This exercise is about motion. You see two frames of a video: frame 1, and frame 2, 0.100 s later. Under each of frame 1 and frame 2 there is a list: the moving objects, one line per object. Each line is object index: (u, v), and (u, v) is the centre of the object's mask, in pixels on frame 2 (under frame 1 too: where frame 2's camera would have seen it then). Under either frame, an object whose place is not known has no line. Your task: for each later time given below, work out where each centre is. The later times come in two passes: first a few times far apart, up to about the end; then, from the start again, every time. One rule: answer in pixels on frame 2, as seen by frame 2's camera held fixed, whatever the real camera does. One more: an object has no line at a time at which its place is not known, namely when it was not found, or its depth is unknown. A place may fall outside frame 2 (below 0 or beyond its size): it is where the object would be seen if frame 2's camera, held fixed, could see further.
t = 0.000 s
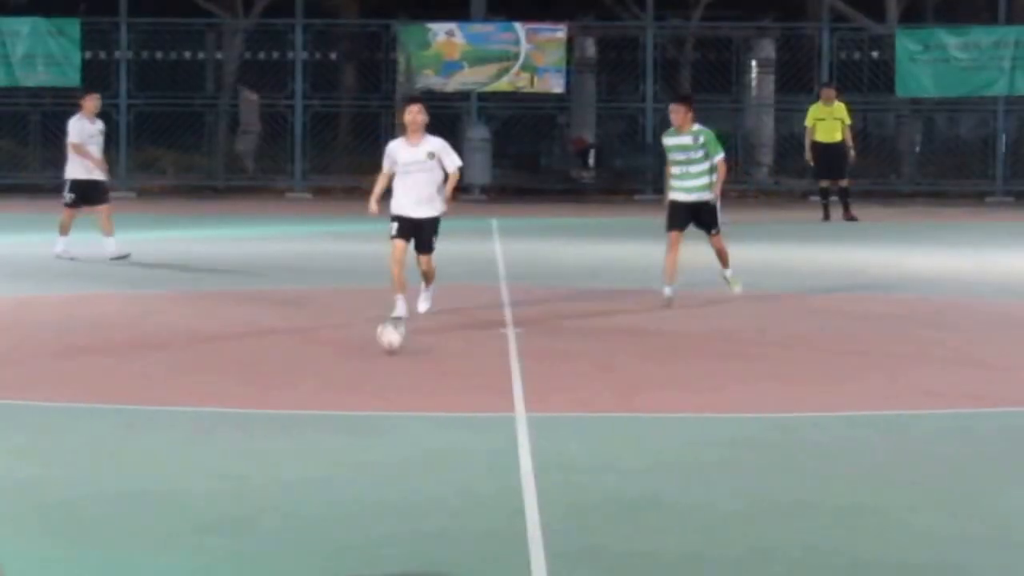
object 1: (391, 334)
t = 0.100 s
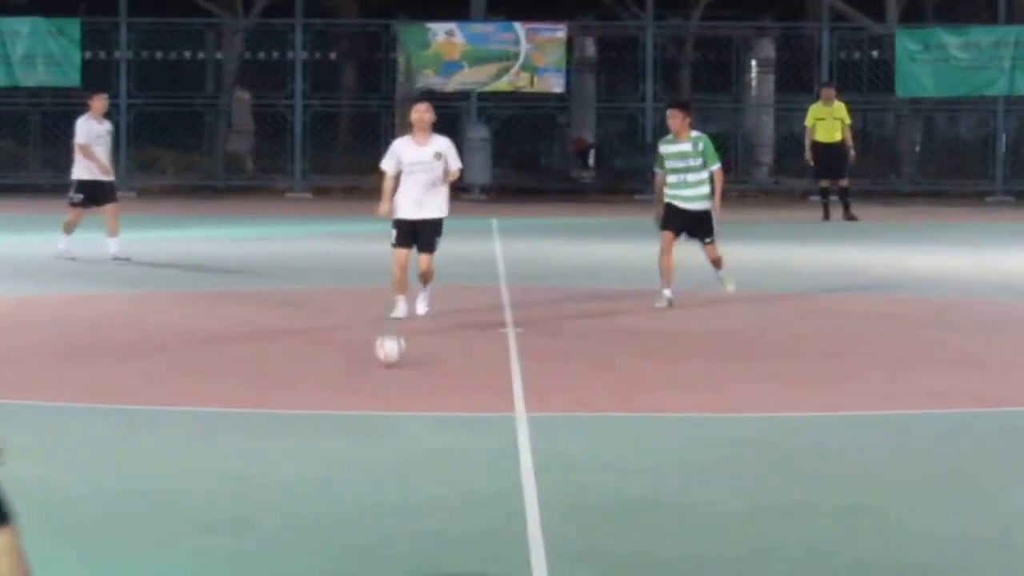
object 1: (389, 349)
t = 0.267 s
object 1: (387, 382)
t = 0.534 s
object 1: (386, 430)
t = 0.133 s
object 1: (389, 354)
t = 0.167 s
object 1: (388, 361)
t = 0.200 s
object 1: (388, 369)
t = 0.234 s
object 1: (388, 375)
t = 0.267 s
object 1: (387, 382)
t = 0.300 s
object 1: (387, 388)
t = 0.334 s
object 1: (386, 394)
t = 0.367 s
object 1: (387, 402)
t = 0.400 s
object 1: (386, 407)
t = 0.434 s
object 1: (386, 413)
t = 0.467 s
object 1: (386, 420)
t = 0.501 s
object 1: (387, 424)
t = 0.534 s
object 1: (386, 430)
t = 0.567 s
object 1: (386, 440)
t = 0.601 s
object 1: (386, 448)
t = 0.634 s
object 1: (385, 450)
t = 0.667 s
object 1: (384, 457)
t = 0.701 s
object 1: (385, 465)
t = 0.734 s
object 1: (384, 473)
